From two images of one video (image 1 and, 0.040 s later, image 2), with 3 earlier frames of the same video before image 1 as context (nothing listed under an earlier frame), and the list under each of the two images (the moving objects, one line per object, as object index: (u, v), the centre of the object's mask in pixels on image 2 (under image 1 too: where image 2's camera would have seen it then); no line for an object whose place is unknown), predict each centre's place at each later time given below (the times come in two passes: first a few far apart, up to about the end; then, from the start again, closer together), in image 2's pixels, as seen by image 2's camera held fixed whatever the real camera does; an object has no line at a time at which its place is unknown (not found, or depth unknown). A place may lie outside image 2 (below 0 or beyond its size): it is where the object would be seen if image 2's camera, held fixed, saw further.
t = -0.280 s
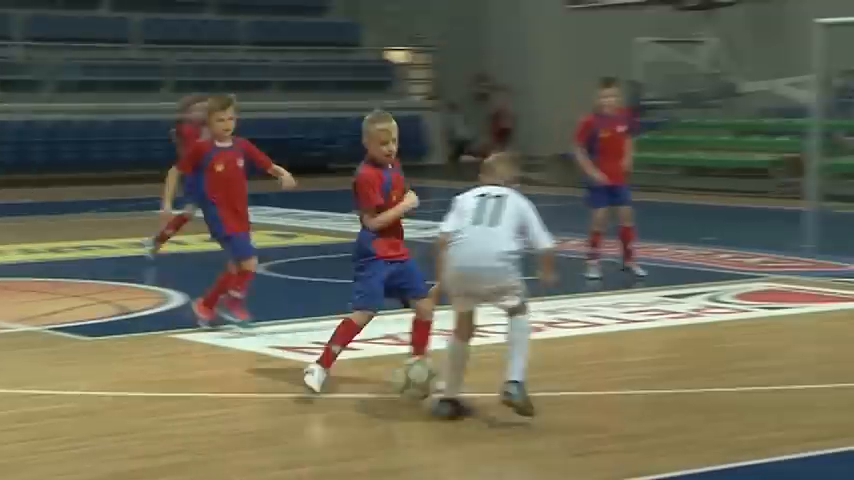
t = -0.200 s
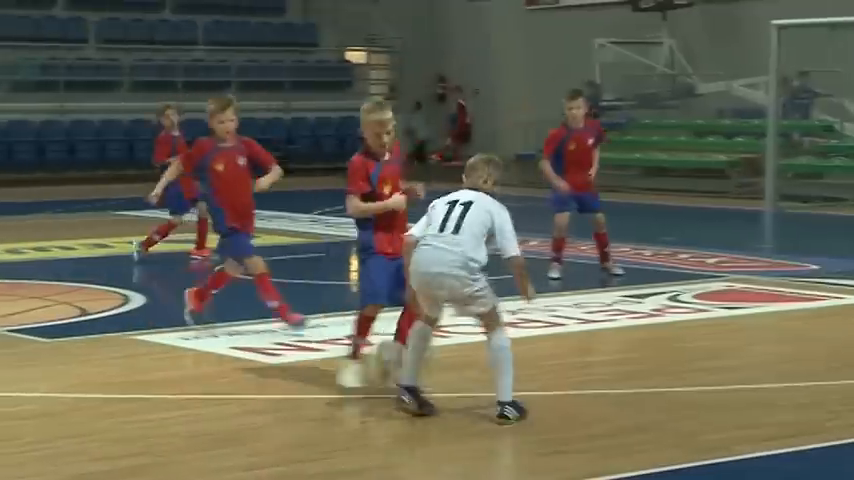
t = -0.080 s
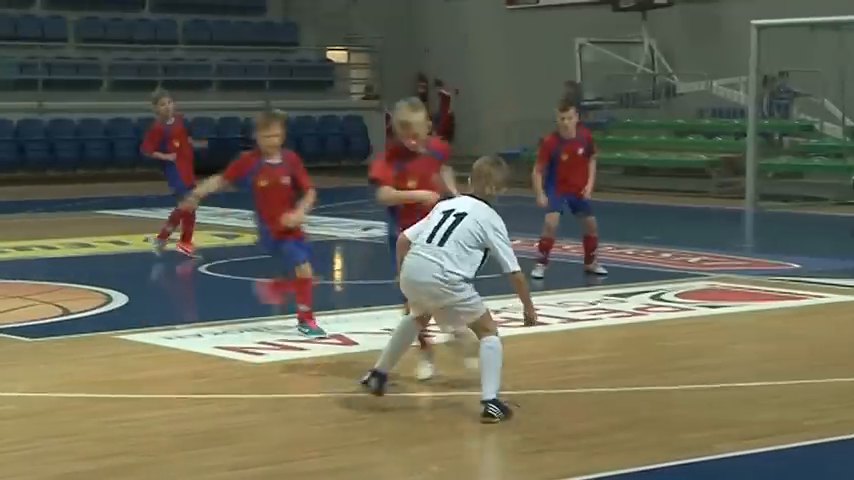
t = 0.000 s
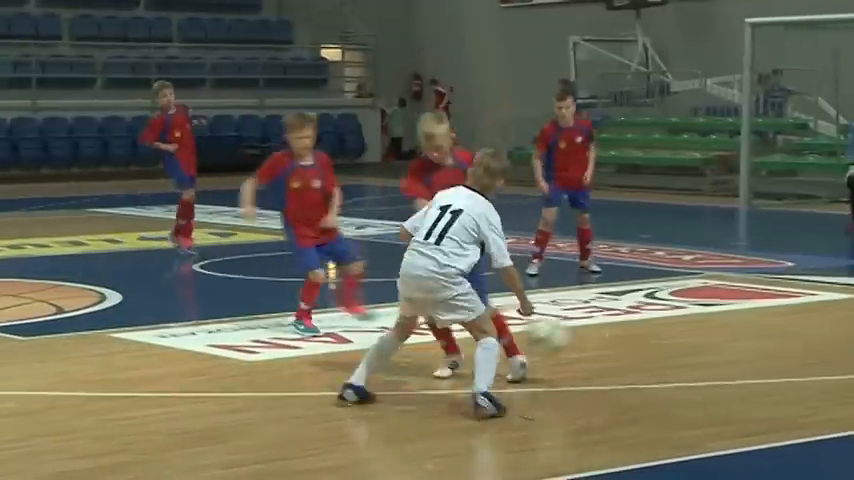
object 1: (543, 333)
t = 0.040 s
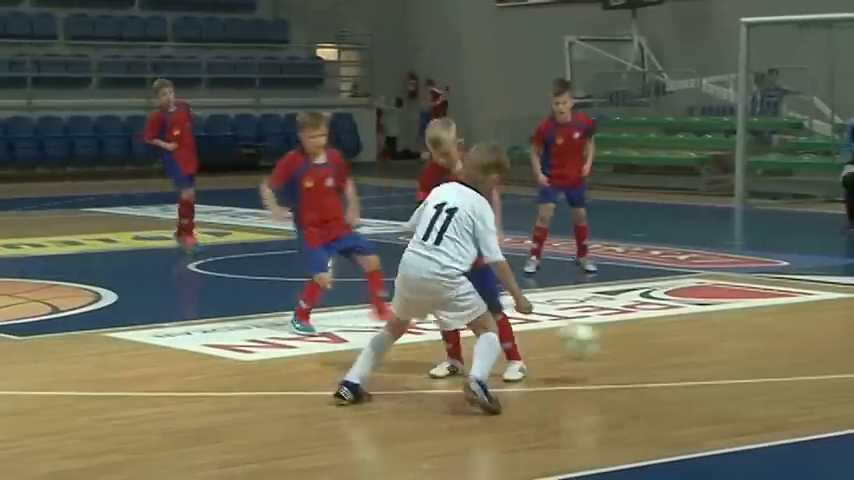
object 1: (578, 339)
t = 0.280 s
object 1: (752, 334)
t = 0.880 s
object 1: (1049, 342)
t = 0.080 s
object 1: (616, 346)
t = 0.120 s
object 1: (653, 362)
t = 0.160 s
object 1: (678, 355)
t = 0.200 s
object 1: (702, 340)
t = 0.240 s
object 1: (726, 336)
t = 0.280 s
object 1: (752, 334)
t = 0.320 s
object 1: (776, 334)
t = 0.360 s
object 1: (798, 337)
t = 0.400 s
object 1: (822, 343)
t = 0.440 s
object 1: (846, 355)
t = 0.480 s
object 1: (865, 345)
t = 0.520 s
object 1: (886, 337)
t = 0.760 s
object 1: (997, 341)
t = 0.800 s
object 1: (1014, 337)
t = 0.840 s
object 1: (1030, 338)
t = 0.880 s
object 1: (1049, 342)
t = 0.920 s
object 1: (1066, 349)
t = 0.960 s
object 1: (1083, 342)
